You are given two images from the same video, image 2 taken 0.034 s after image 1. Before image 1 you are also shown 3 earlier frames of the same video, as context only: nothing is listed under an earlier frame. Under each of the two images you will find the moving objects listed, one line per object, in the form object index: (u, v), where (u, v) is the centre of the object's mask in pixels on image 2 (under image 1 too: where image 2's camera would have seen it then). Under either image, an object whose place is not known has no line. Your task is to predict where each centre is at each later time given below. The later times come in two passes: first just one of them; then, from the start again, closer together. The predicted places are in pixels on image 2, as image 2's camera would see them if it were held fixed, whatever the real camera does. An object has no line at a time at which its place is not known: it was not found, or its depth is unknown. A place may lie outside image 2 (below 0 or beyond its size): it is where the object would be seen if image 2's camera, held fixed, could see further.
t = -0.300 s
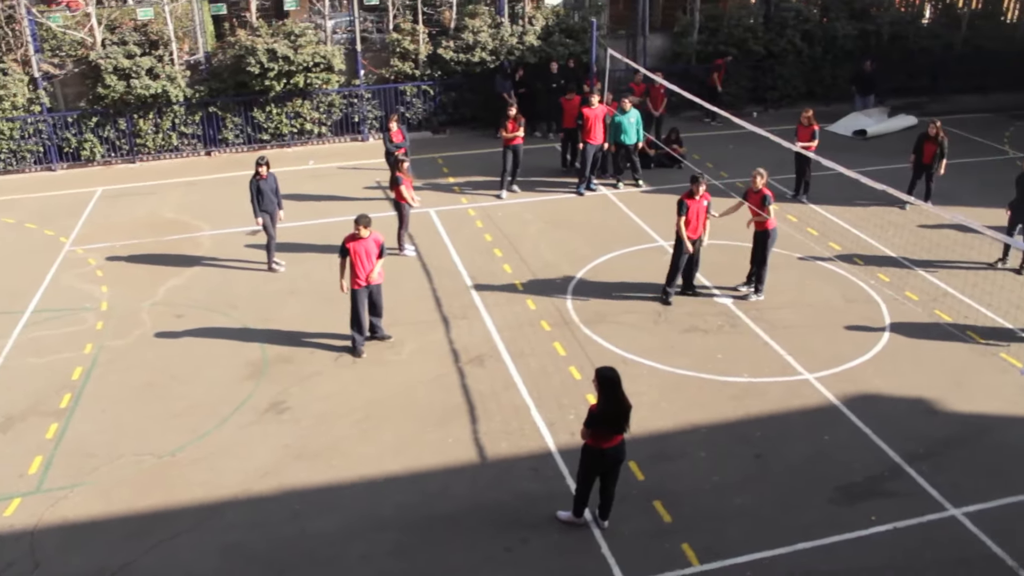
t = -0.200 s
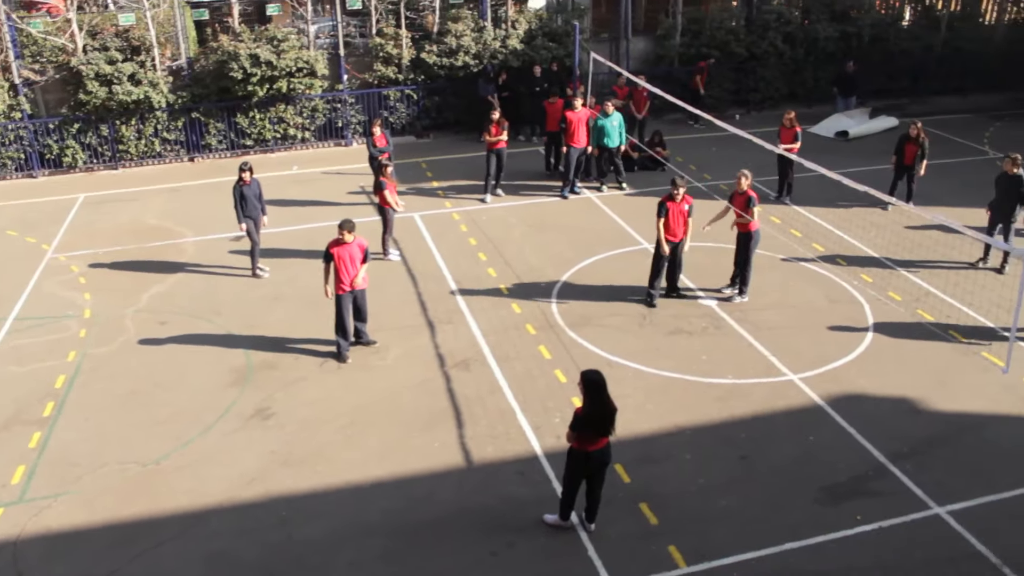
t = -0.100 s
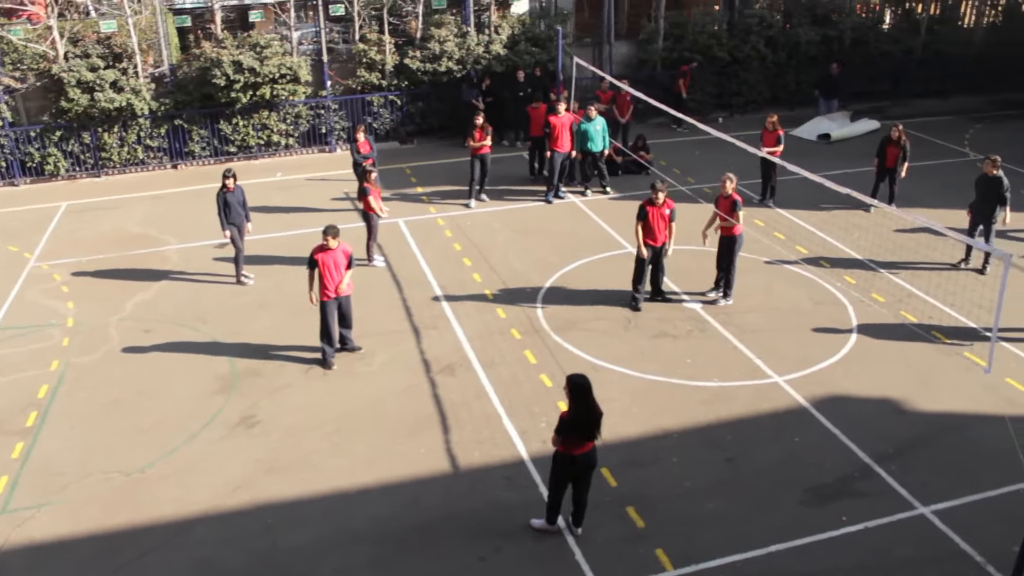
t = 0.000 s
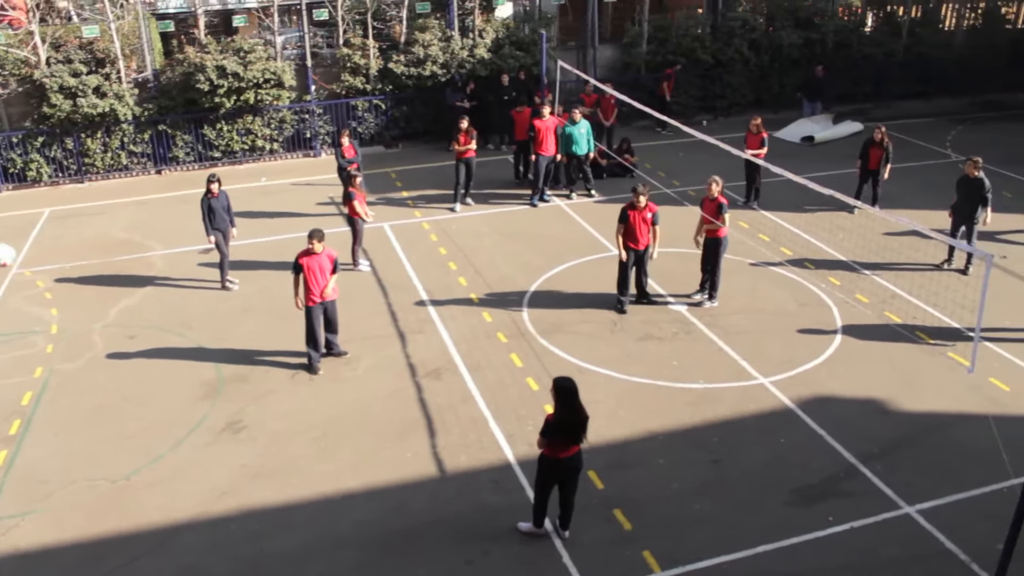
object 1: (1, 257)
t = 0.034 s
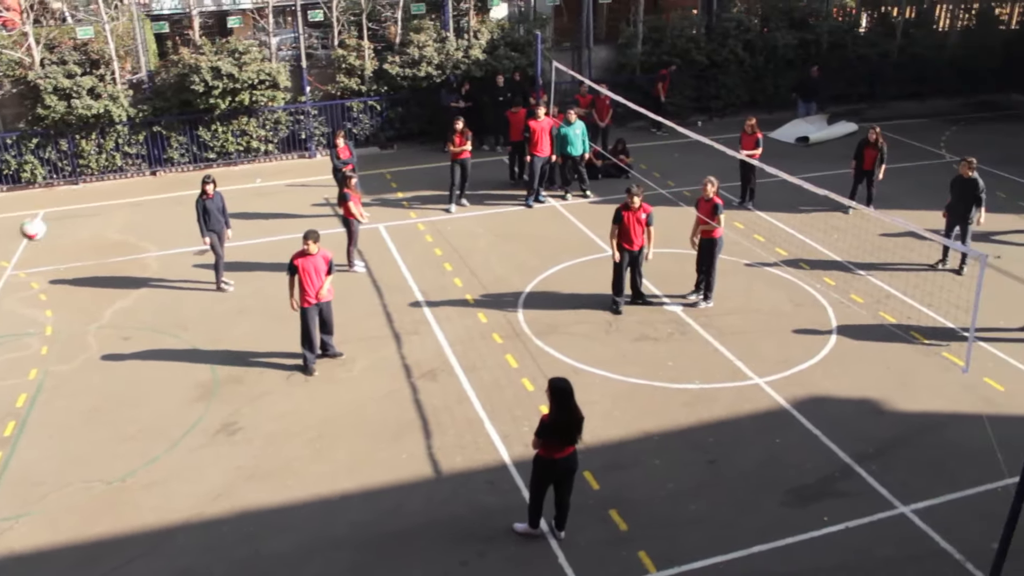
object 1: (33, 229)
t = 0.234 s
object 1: (236, 104)
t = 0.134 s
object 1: (139, 157)
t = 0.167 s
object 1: (173, 137)
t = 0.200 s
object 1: (205, 120)
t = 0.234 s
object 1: (236, 104)
